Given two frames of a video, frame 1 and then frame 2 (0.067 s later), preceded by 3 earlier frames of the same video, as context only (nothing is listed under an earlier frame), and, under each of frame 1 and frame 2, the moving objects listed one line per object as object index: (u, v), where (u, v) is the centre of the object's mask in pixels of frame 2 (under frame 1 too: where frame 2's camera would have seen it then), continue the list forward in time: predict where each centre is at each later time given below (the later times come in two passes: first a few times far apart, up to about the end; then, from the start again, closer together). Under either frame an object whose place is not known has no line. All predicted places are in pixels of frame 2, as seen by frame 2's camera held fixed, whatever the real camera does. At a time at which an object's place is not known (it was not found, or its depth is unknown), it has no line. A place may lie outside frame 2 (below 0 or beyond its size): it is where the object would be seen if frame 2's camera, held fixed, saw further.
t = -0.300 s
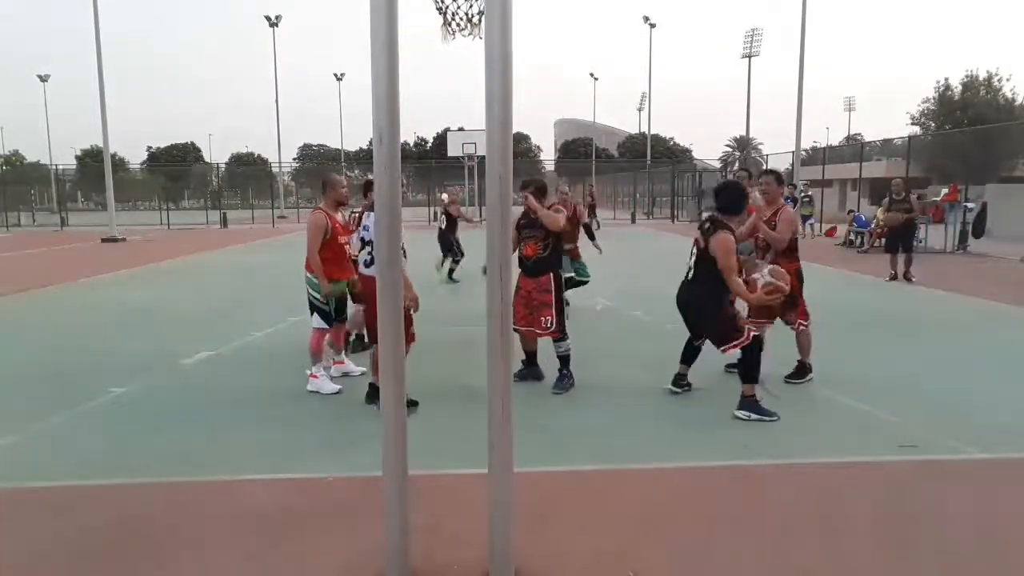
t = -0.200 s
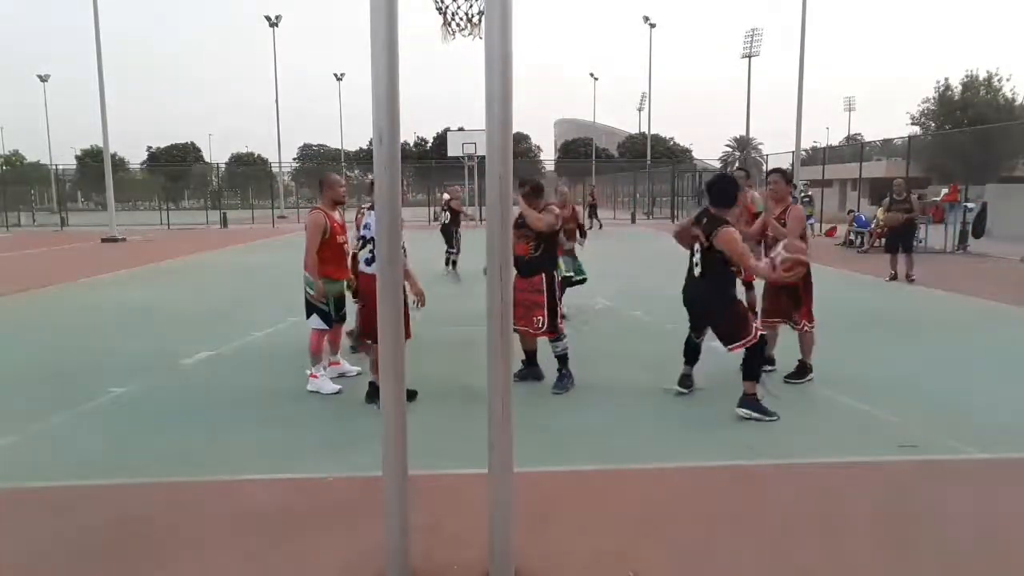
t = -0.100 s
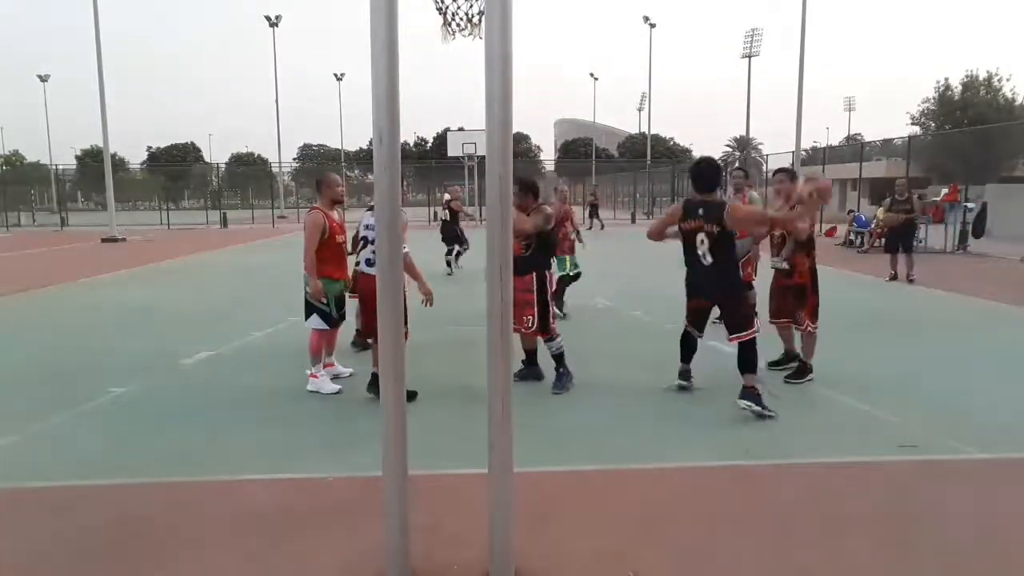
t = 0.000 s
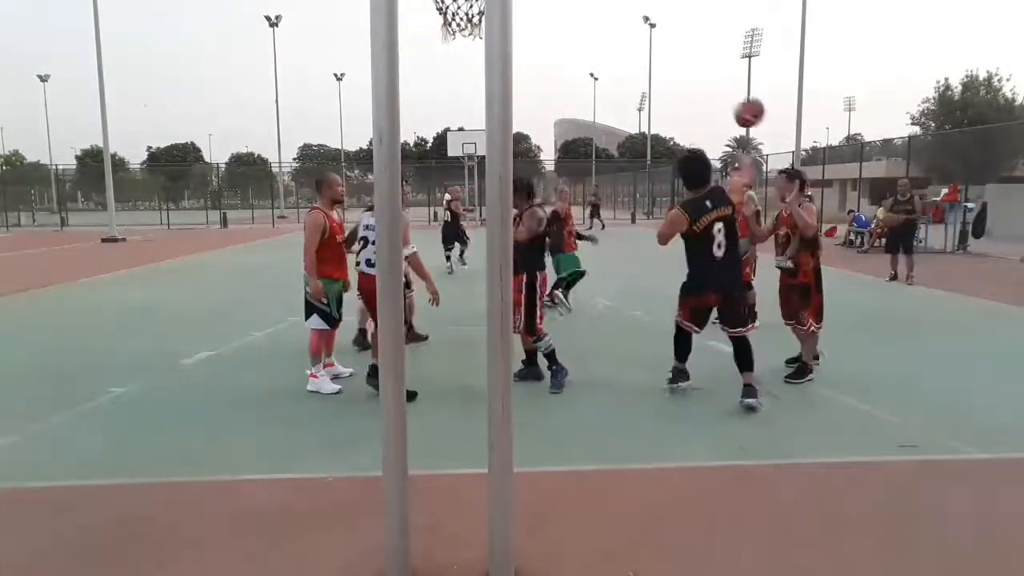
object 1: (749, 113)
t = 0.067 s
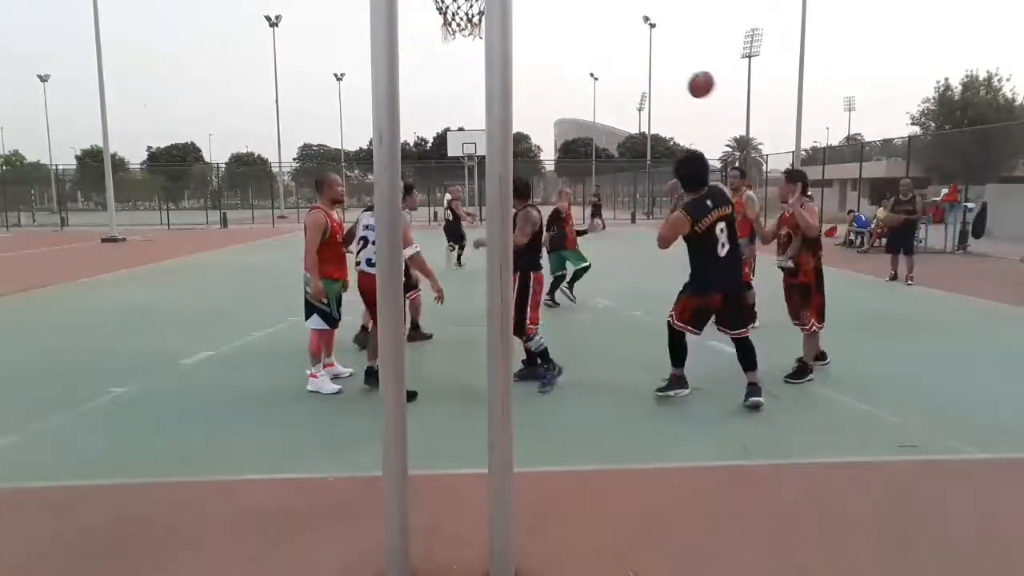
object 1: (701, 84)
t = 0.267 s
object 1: (611, 49)
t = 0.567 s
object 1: (548, 63)
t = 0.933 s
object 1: (515, 121)
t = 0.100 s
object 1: (681, 74)
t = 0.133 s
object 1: (663, 66)
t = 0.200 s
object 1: (634, 55)
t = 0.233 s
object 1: (622, 51)
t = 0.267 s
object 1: (611, 49)
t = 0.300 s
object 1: (601, 48)
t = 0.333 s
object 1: (592, 48)
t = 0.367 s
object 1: (584, 48)
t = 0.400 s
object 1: (576, 49)
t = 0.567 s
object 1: (548, 63)
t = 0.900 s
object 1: (517, 115)
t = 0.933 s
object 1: (515, 121)
